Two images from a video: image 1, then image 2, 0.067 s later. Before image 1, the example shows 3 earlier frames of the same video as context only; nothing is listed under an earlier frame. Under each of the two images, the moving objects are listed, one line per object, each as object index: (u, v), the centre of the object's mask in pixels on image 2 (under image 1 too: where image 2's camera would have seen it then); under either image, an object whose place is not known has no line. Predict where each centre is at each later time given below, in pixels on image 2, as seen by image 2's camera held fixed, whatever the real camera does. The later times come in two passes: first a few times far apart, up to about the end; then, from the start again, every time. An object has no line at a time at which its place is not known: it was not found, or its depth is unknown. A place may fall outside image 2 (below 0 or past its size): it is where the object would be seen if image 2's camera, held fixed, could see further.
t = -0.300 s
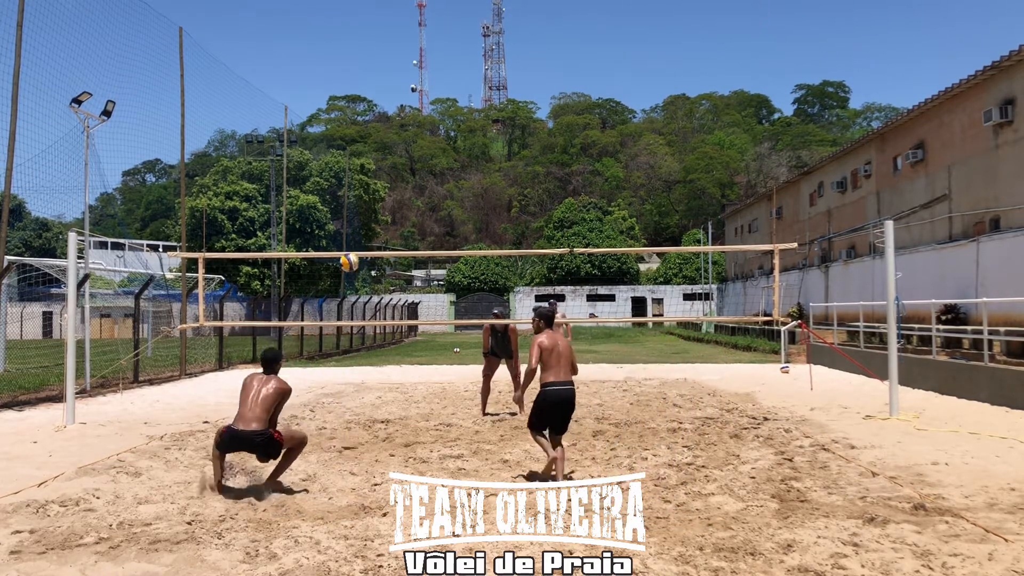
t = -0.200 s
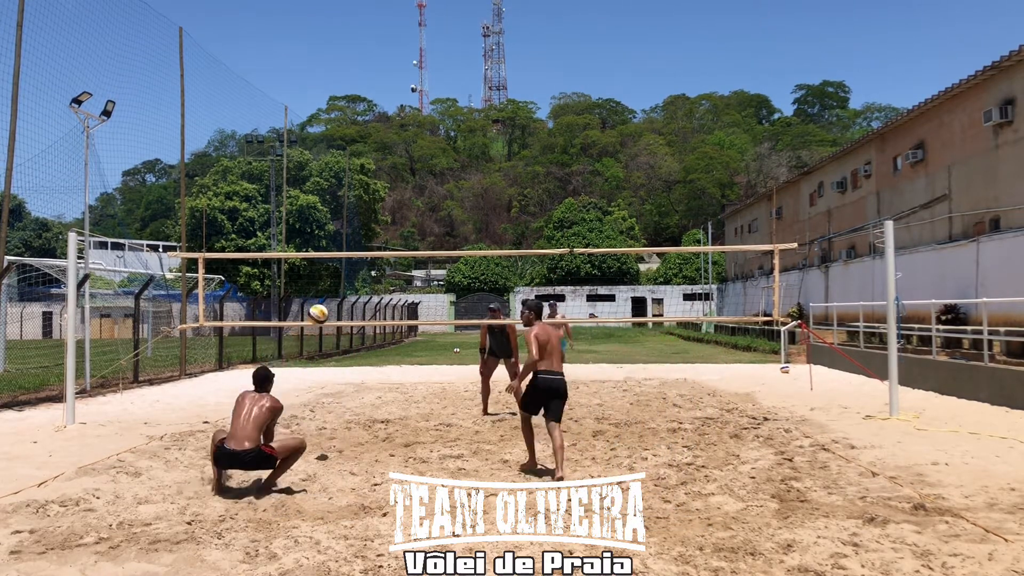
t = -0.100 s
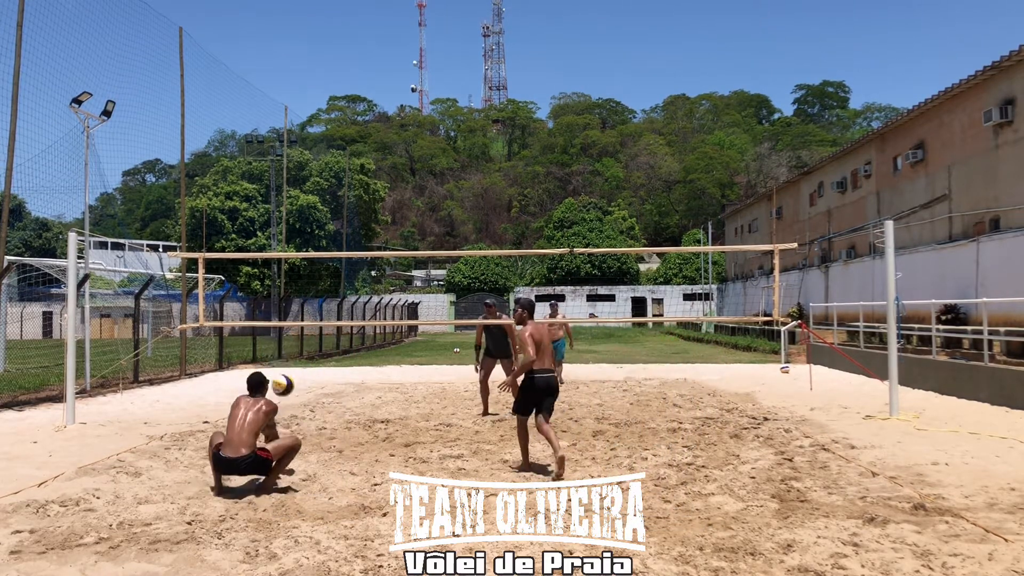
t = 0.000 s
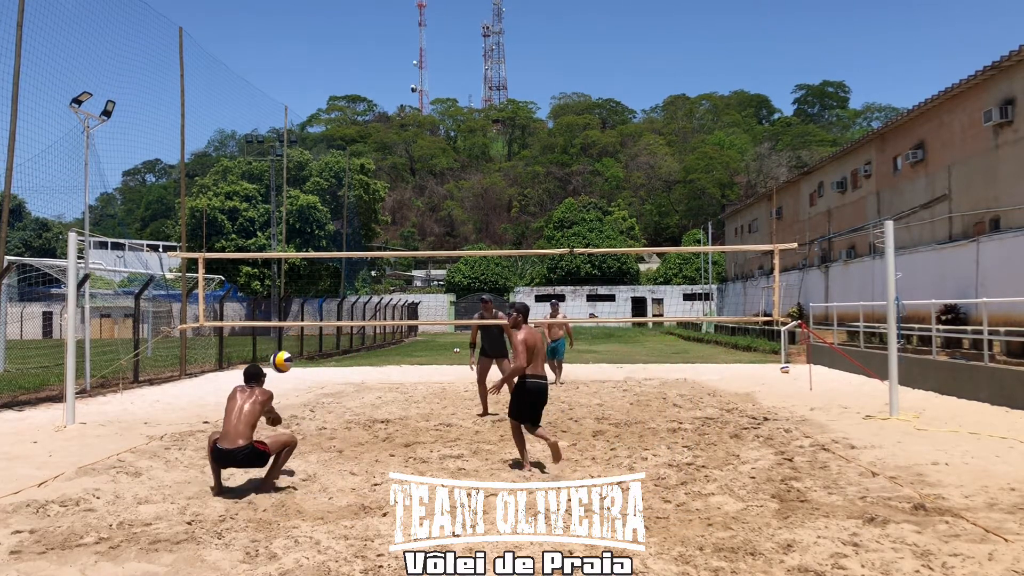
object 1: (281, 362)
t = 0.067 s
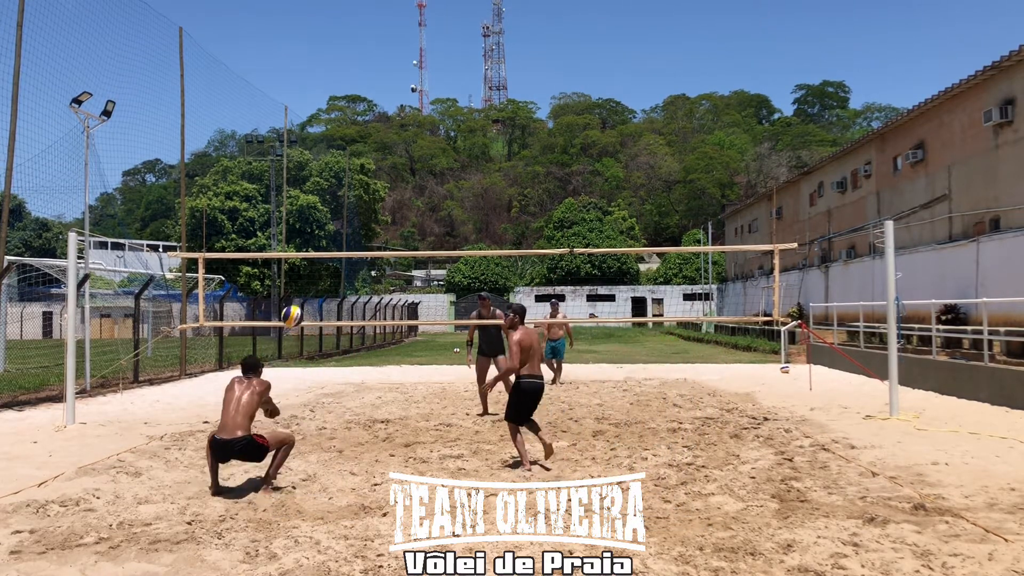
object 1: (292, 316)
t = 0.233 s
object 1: (318, 228)
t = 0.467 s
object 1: (353, 158)
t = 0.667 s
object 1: (380, 139)
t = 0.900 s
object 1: (409, 162)
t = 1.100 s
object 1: (434, 216)
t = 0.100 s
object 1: (298, 296)
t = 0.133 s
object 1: (303, 277)
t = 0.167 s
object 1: (308, 259)
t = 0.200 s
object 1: (313, 243)
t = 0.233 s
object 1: (318, 228)
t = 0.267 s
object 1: (323, 215)
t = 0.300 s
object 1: (329, 202)
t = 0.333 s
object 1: (333, 191)
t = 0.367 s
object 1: (339, 181)
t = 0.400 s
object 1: (343, 172)
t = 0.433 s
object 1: (348, 164)
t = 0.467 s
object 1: (353, 158)
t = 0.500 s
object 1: (356, 151)
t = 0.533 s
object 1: (362, 147)
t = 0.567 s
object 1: (366, 144)
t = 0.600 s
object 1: (371, 142)
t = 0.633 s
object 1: (375, 140)
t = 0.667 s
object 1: (380, 139)
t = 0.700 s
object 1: (384, 140)
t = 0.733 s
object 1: (389, 141)
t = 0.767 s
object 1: (393, 144)
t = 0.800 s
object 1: (397, 147)
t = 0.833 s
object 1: (401, 152)
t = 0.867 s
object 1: (405, 156)
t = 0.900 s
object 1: (409, 162)
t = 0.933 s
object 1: (414, 169)
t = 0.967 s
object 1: (418, 176)
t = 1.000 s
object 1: (422, 185)
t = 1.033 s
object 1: (426, 194)
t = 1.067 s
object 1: (430, 205)
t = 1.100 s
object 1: (434, 216)
